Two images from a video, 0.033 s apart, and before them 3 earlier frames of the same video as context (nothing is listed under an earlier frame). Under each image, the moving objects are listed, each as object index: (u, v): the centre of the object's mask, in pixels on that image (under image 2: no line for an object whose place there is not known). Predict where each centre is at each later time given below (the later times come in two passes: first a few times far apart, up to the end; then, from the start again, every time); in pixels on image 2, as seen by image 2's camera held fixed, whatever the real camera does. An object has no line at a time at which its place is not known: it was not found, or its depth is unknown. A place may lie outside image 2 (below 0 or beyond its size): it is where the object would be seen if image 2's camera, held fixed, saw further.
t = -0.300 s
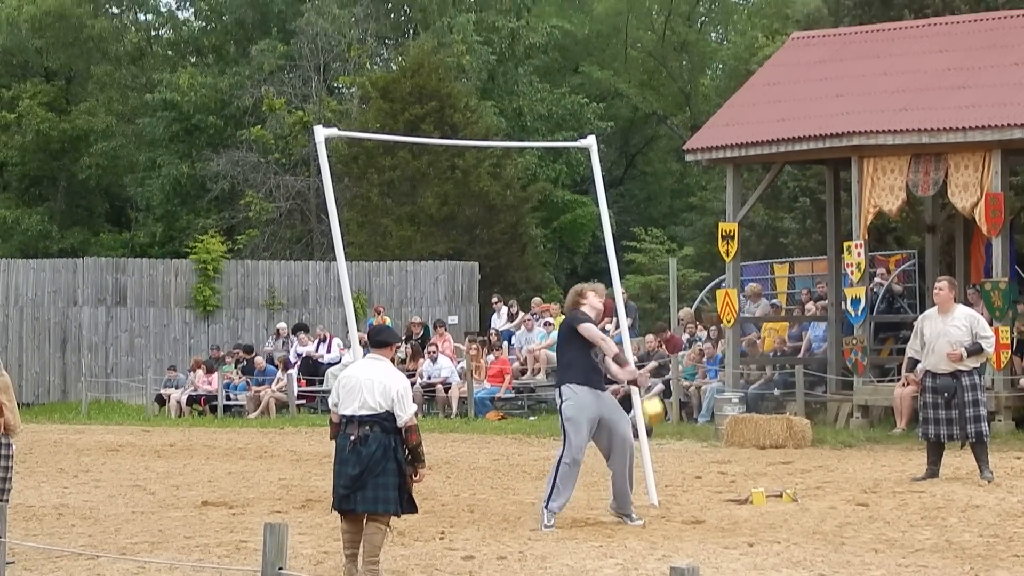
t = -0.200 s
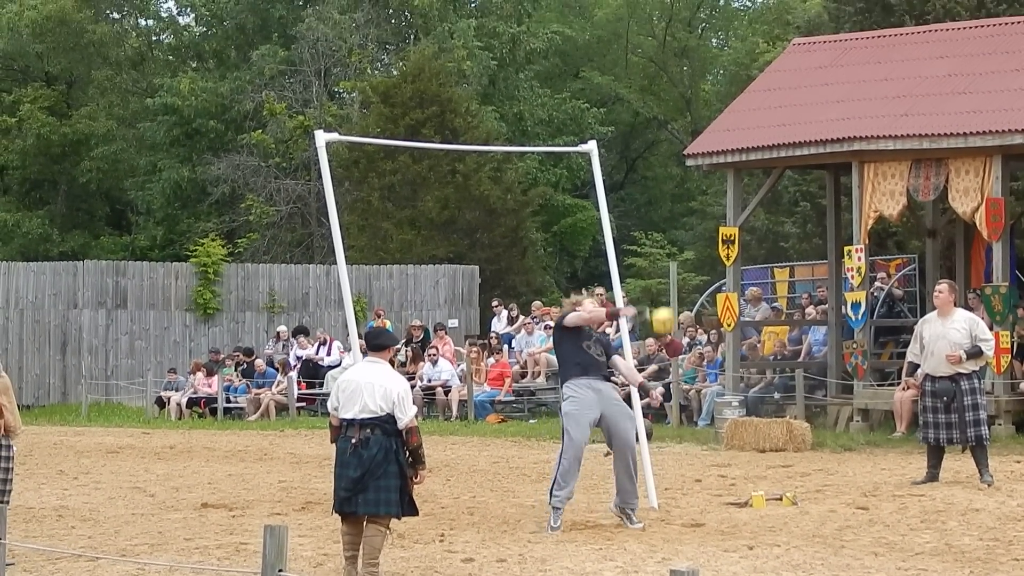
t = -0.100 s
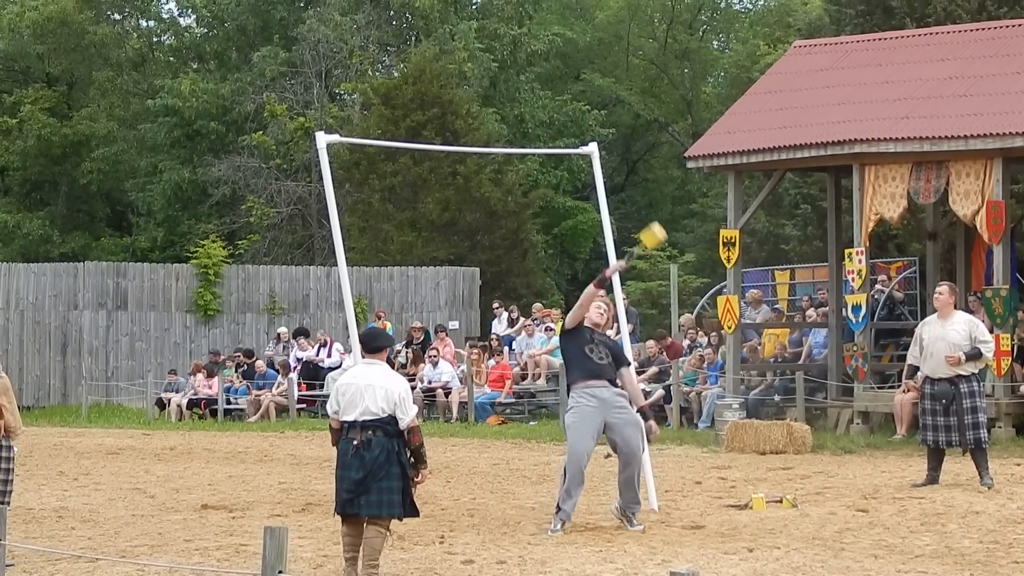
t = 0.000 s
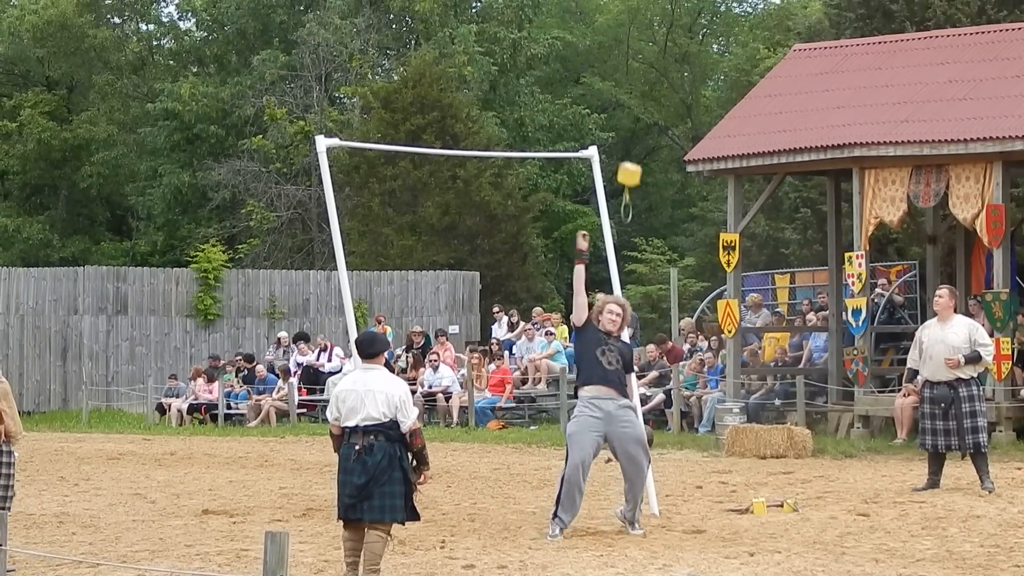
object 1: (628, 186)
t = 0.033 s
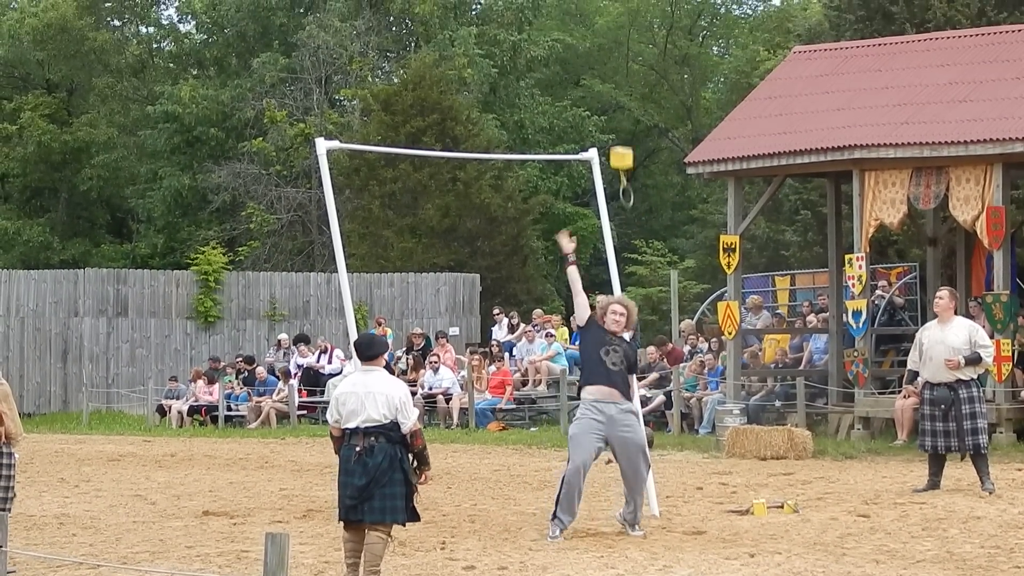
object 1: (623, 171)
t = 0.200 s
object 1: (593, 94)
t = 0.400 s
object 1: (544, 48)
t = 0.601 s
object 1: (496, 61)
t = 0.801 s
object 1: (454, 132)
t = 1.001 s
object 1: (425, 244)
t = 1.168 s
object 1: (389, 359)
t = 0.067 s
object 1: (619, 156)
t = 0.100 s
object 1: (613, 140)
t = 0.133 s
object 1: (607, 123)
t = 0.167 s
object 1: (601, 108)
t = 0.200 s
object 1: (593, 94)
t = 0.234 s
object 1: (586, 82)
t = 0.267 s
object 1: (577, 73)
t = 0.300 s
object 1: (569, 63)
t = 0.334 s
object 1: (561, 57)
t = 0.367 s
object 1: (552, 51)
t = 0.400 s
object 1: (544, 48)
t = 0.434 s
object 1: (536, 46)
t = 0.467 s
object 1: (528, 46)
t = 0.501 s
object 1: (520, 46)
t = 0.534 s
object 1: (511, 49)
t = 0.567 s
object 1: (503, 53)
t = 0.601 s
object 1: (496, 61)
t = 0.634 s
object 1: (493, 73)
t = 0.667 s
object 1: (486, 82)
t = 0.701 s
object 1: (469, 89)
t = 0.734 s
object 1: (463, 104)
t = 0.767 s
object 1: (458, 119)
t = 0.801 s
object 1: (454, 132)
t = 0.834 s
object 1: (450, 149)
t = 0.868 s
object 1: (444, 170)
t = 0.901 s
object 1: (440, 188)
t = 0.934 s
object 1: (435, 208)
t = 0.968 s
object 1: (432, 230)
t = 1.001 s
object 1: (425, 244)
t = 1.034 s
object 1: (415, 258)
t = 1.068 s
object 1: (408, 280)
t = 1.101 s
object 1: (401, 305)
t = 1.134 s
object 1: (396, 332)
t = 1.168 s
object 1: (389, 359)
